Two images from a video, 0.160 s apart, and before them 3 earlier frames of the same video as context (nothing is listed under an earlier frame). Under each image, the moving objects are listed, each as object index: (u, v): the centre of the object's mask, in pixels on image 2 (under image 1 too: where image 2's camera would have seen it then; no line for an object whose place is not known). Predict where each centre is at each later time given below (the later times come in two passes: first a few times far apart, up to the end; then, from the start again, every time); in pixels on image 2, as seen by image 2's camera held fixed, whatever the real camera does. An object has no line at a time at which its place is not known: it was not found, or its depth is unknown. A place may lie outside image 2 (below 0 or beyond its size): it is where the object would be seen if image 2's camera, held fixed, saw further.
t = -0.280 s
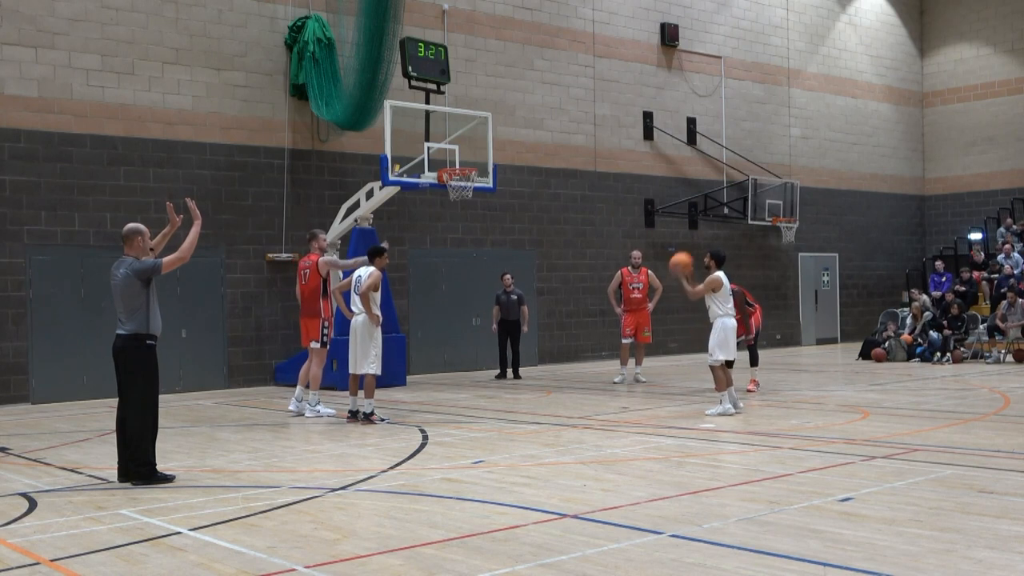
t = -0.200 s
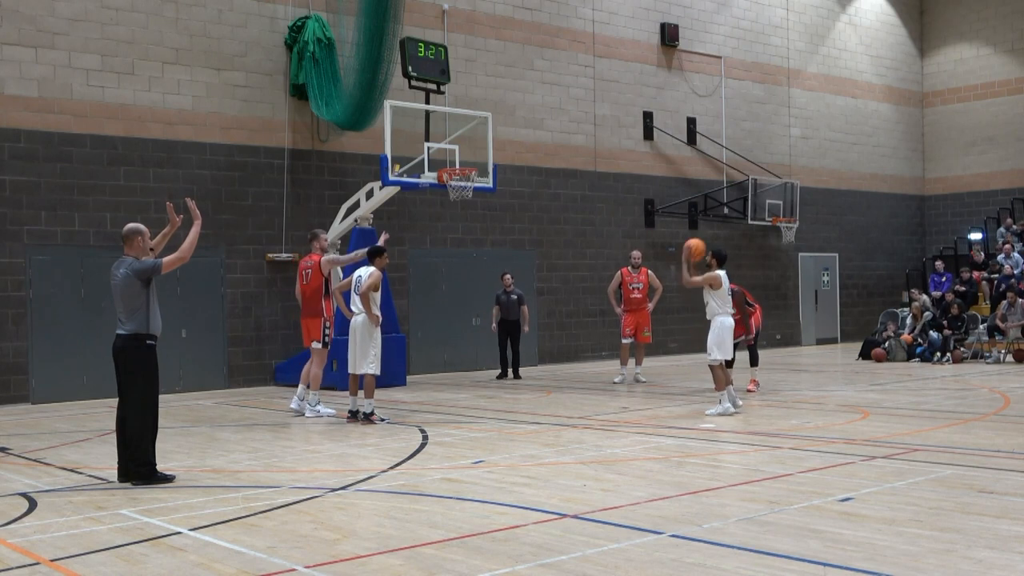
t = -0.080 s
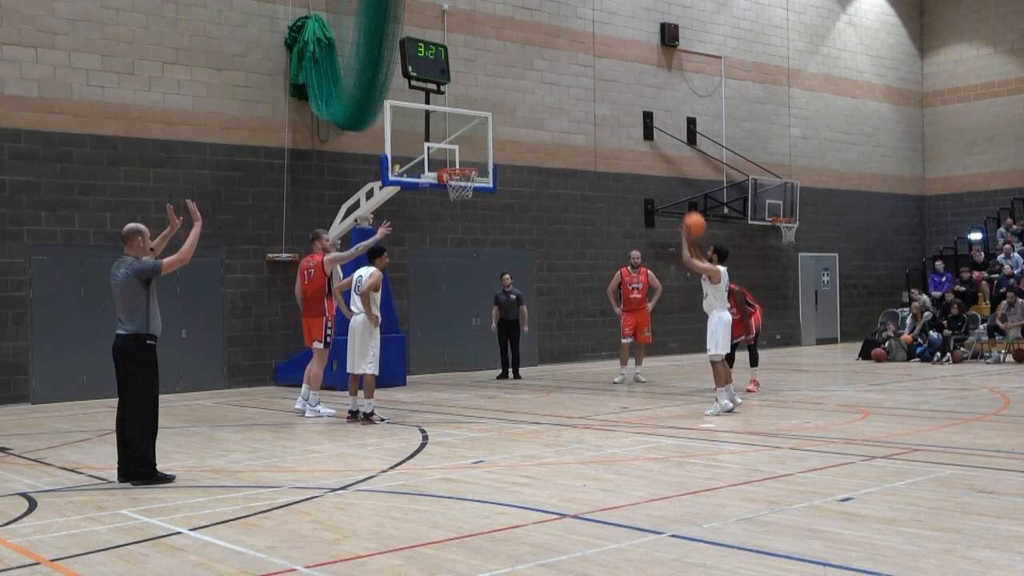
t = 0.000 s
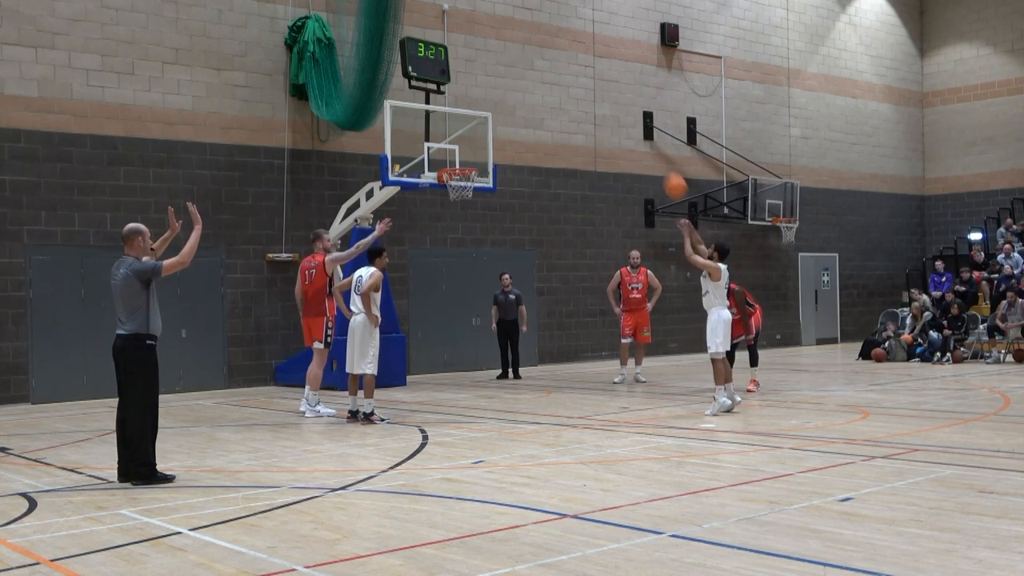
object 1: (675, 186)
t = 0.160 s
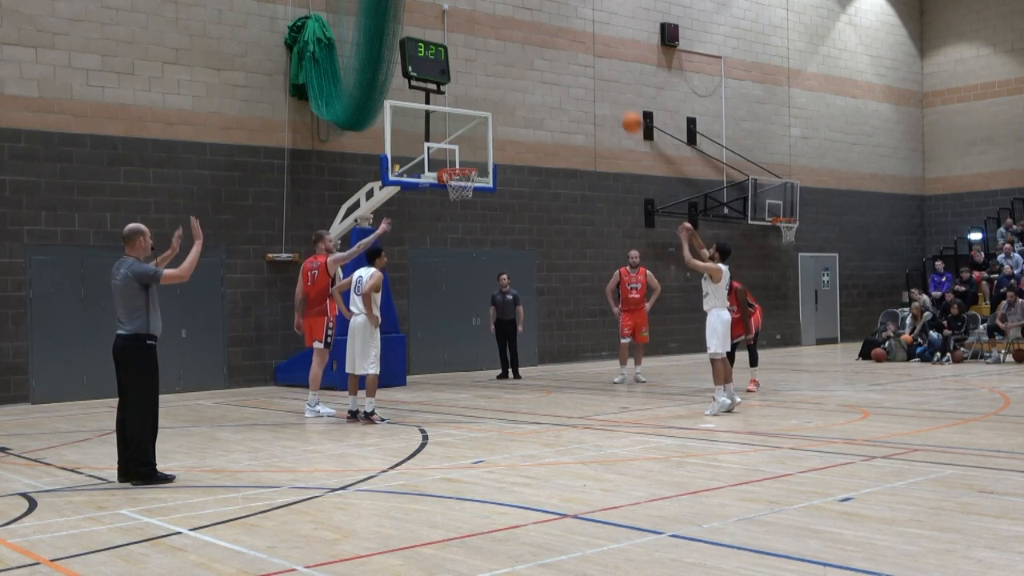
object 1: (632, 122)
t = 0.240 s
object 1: (612, 100)
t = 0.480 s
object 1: (558, 68)
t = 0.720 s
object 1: (510, 83)
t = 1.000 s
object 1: (461, 151)
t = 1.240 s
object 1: (473, 182)
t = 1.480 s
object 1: (469, 191)
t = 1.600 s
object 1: (460, 207)
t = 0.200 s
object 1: (622, 110)
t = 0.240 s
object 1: (612, 100)
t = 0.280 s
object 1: (603, 92)
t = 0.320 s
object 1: (594, 84)
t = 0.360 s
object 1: (584, 78)
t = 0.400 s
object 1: (575, 73)
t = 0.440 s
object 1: (567, 70)
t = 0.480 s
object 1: (558, 68)
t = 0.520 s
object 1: (550, 68)
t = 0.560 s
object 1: (541, 69)
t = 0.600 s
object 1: (534, 70)
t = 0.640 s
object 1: (526, 73)
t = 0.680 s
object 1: (518, 77)
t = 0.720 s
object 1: (510, 83)
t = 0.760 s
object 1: (503, 89)
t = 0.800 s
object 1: (495, 98)
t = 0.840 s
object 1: (489, 106)
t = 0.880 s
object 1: (481, 115)
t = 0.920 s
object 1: (474, 126)
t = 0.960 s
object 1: (468, 138)
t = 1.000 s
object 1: (461, 151)
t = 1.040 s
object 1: (455, 163)
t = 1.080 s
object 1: (453, 165)
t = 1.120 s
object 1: (456, 170)
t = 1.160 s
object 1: (462, 176)
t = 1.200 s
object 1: (468, 179)
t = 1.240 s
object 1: (473, 182)
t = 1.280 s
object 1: (475, 182)
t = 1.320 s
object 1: (476, 182)
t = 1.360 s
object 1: (475, 182)
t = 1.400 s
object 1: (474, 184)
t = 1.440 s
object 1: (472, 187)
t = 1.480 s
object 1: (469, 191)
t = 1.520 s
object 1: (466, 195)
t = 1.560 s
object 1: (463, 200)
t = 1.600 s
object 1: (460, 207)
